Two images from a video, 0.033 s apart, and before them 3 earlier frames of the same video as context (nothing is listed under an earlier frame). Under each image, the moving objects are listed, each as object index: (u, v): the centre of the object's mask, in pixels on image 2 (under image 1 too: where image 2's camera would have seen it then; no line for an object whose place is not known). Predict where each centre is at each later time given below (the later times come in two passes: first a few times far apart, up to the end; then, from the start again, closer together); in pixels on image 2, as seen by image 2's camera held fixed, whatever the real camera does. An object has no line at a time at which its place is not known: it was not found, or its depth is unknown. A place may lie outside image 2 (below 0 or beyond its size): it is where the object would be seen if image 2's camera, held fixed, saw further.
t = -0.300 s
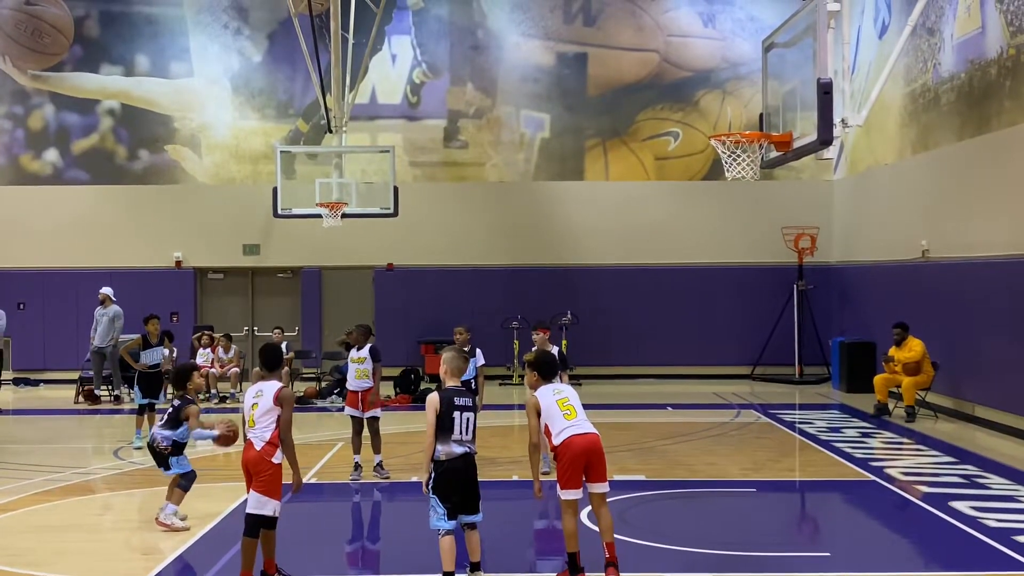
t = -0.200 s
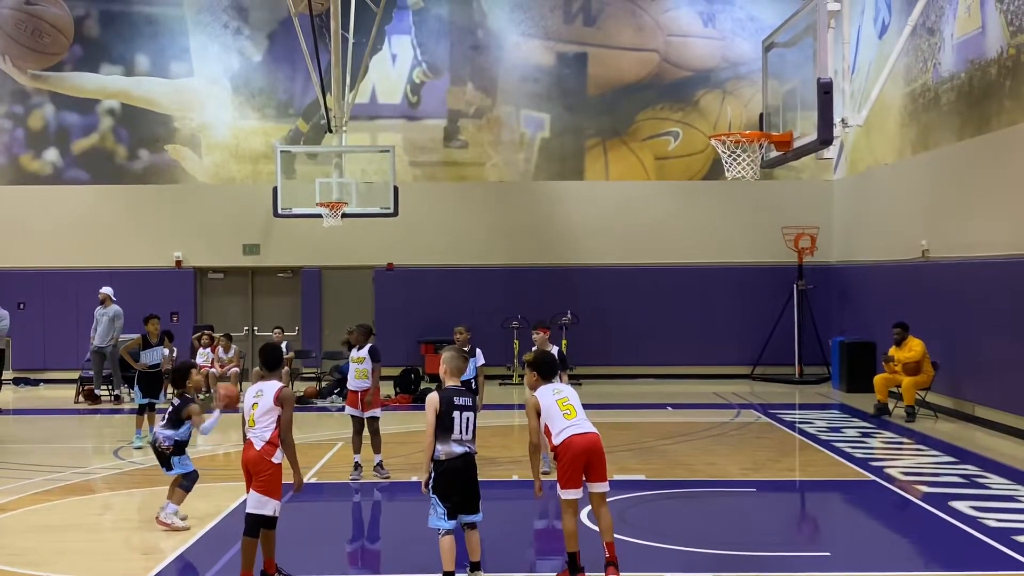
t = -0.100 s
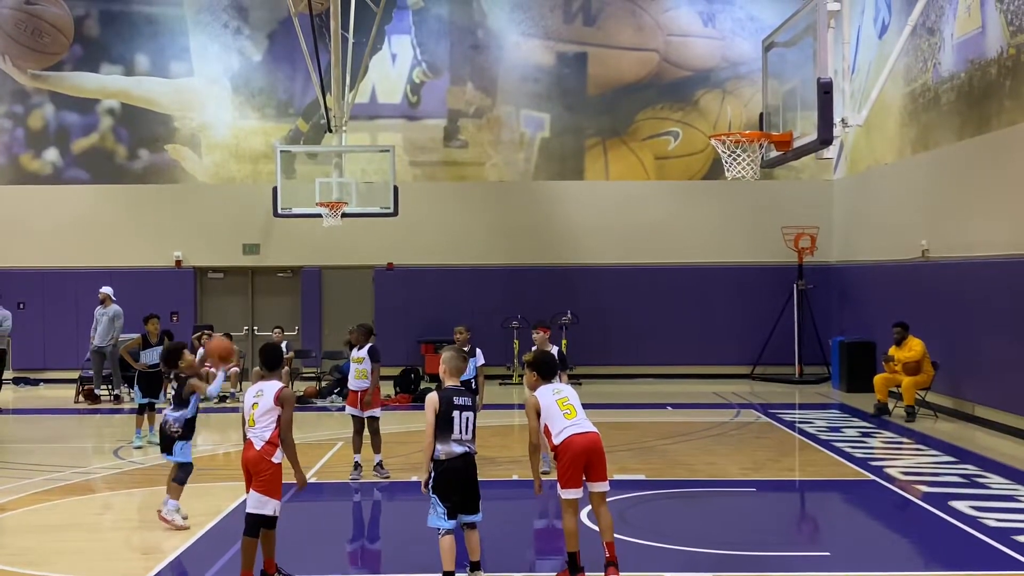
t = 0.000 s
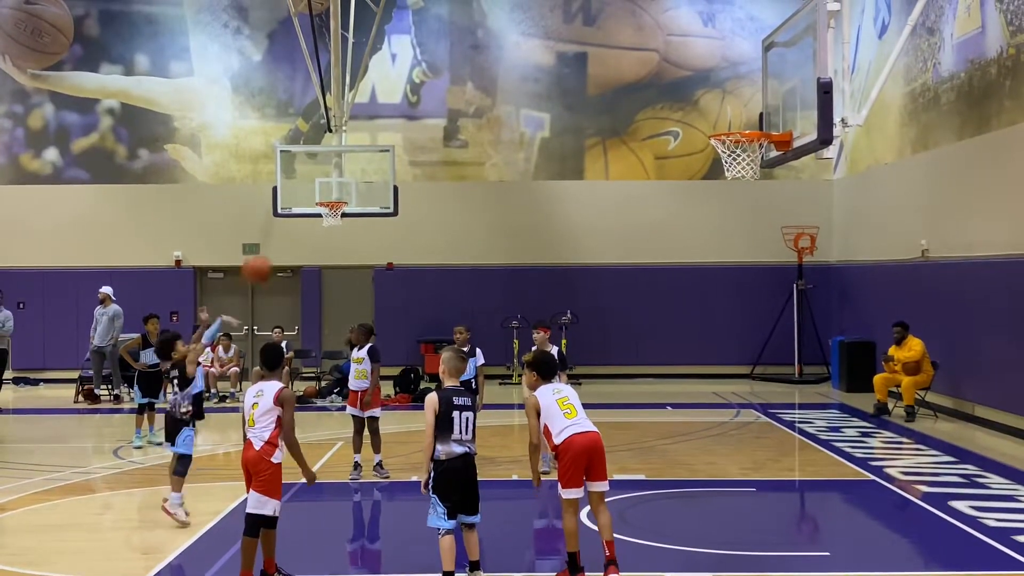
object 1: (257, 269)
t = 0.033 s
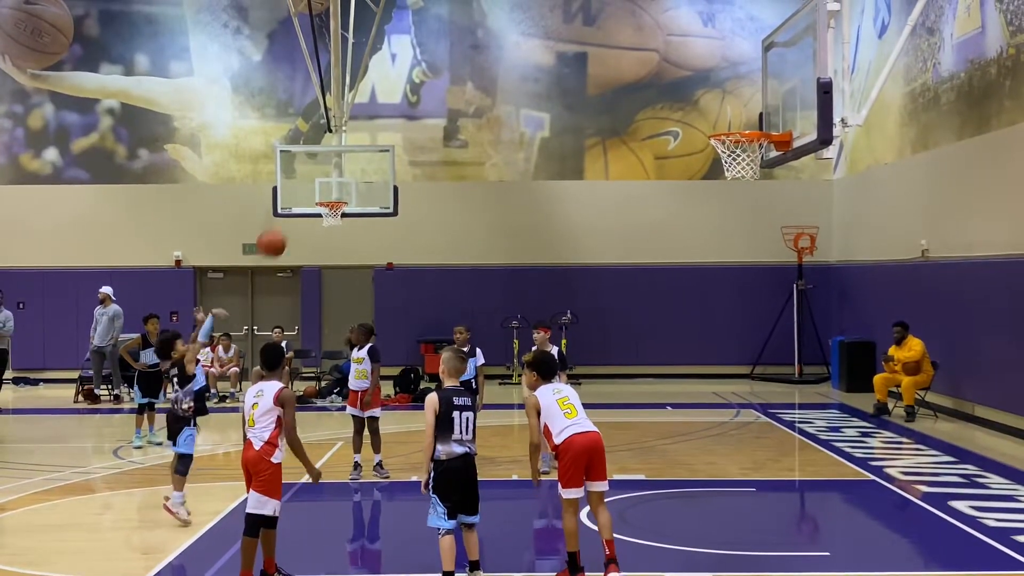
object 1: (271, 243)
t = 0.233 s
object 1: (359, 116)
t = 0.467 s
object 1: (459, 30)
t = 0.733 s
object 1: (569, 14)
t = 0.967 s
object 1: (666, 73)
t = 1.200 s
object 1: (746, 111)
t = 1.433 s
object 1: (750, 117)
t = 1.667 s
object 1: (734, 142)
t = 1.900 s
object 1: (757, 161)
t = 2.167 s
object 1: (755, 221)
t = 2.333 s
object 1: (753, 299)
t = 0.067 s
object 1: (287, 218)
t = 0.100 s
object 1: (301, 195)
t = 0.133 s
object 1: (316, 173)
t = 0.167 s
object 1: (330, 152)
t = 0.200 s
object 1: (345, 134)
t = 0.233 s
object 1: (359, 116)
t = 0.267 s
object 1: (373, 99)
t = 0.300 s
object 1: (388, 84)
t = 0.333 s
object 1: (402, 71)
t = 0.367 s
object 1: (416, 59)
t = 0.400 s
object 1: (430, 48)
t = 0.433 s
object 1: (444, 39)
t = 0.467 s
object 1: (459, 30)
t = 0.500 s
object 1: (472, 24)
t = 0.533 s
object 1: (486, 18)
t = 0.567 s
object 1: (501, 14)
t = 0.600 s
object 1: (515, 13)
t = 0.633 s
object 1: (529, 12)
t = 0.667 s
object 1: (543, 12)
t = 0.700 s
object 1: (557, 13)
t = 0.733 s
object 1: (569, 14)
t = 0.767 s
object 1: (584, 19)
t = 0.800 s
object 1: (597, 26)
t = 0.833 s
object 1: (610, 32)
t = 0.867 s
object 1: (624, 40)
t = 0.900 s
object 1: (638, 50)
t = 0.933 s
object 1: (652, 61)
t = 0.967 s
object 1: (666, 73)
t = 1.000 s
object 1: (679, 86)
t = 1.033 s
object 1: (693, 100)
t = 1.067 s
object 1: (706, 117)
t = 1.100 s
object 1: (717, 120)
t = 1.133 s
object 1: (727, 117)
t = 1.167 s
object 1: (736, 113)
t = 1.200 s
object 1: (746, 111)
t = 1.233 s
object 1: (756, 110)
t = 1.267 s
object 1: (766, 111)
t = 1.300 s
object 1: (775, 112)
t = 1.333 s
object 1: (773, 113)
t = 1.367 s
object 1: (765, 112)
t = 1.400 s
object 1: (757, 115)
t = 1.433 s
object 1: (750, 117)
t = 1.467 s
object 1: (742, 120)
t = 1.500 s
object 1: (734, 123)
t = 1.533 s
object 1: (732, 124)
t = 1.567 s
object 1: (731, 126)
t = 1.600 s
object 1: (731, 137)
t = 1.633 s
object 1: (732, 140)
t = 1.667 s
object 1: (734, 142)
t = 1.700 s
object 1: (735, 143)
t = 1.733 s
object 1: (738, 146)
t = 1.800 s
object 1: (749, 151)
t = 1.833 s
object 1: (750, 153)
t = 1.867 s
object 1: (755, 162)
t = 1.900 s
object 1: (757, 161)
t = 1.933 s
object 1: (755, 173)
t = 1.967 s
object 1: (758, 180)
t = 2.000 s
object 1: (758, 180)
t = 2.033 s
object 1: (757, 183)
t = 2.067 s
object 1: (757, 191)
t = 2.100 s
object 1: (756, 199)
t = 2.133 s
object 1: (755, 210)
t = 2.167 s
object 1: (755, 221)
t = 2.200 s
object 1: (755, 235)
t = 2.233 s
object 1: (754, 248)
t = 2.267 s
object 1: (754, 264)
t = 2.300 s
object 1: (753, 280)
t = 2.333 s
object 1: (753, 299)
